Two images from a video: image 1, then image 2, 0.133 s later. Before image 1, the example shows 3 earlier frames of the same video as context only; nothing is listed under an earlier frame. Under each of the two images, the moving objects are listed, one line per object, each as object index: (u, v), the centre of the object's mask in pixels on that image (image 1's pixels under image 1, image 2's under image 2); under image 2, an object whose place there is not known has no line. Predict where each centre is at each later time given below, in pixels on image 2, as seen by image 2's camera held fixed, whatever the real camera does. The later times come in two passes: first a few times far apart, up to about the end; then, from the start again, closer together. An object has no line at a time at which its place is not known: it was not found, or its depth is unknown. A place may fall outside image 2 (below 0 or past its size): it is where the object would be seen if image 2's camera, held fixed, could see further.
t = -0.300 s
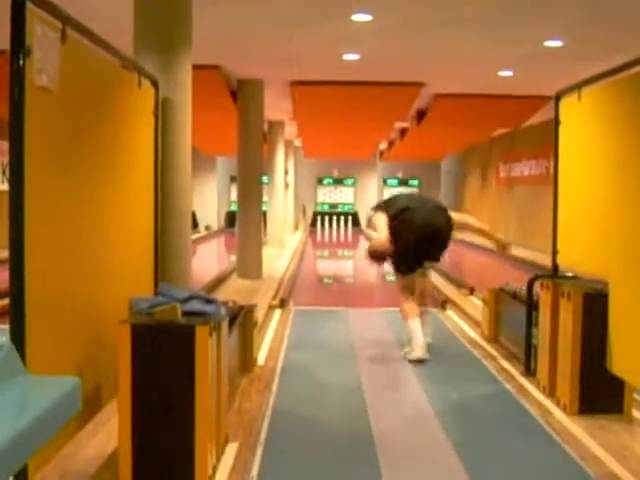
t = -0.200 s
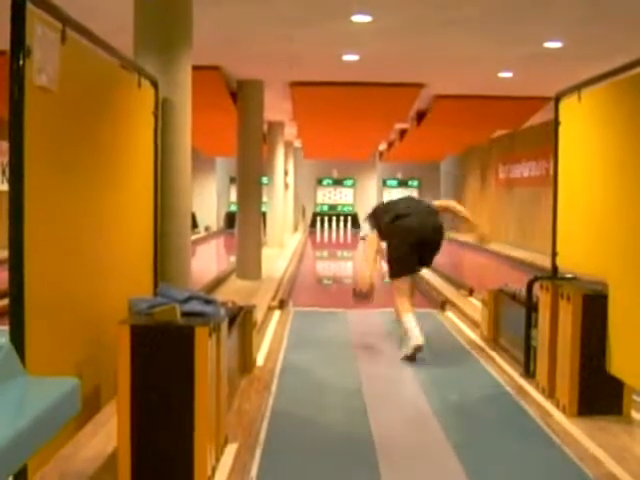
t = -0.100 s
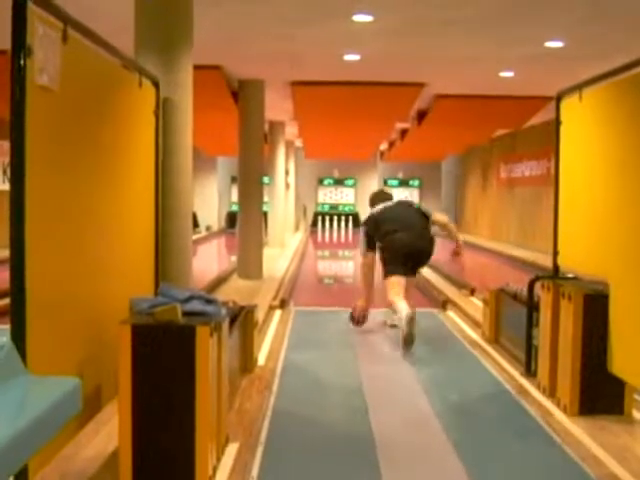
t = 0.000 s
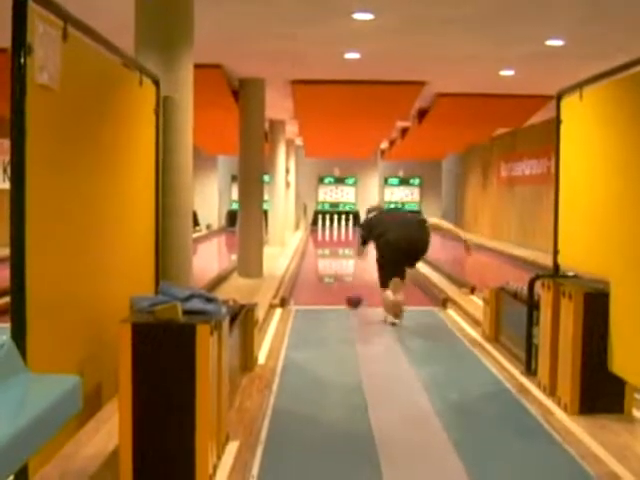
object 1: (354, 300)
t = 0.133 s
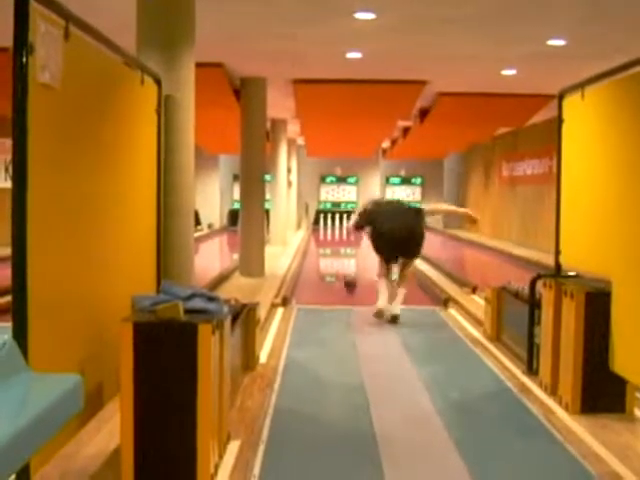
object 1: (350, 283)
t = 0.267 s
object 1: (346, 270)
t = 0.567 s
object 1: (340, 252)
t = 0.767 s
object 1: (338, 246)
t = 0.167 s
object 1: (349, 279)
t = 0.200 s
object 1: (348, 276)
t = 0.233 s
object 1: (347, 273)
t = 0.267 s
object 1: (346, 270)
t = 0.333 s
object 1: (344, 265)
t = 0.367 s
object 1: (344, 263)
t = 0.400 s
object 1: (343, 261)
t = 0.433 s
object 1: (343, 260)
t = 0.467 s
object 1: (342, 257)
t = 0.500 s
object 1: (342, 256)
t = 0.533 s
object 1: (341, 255)
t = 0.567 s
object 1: (340, 252)
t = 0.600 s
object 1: (340, 251)
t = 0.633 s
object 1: (339, 250)
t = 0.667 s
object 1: (339, 248)
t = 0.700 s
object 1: (339, 247)
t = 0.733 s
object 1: (339, 246)
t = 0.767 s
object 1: (338, 246)
